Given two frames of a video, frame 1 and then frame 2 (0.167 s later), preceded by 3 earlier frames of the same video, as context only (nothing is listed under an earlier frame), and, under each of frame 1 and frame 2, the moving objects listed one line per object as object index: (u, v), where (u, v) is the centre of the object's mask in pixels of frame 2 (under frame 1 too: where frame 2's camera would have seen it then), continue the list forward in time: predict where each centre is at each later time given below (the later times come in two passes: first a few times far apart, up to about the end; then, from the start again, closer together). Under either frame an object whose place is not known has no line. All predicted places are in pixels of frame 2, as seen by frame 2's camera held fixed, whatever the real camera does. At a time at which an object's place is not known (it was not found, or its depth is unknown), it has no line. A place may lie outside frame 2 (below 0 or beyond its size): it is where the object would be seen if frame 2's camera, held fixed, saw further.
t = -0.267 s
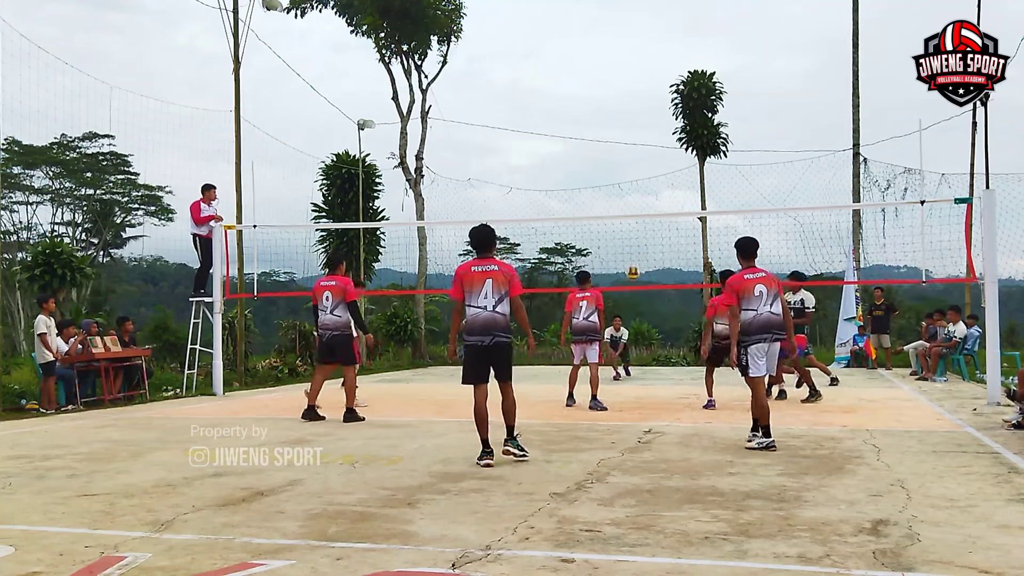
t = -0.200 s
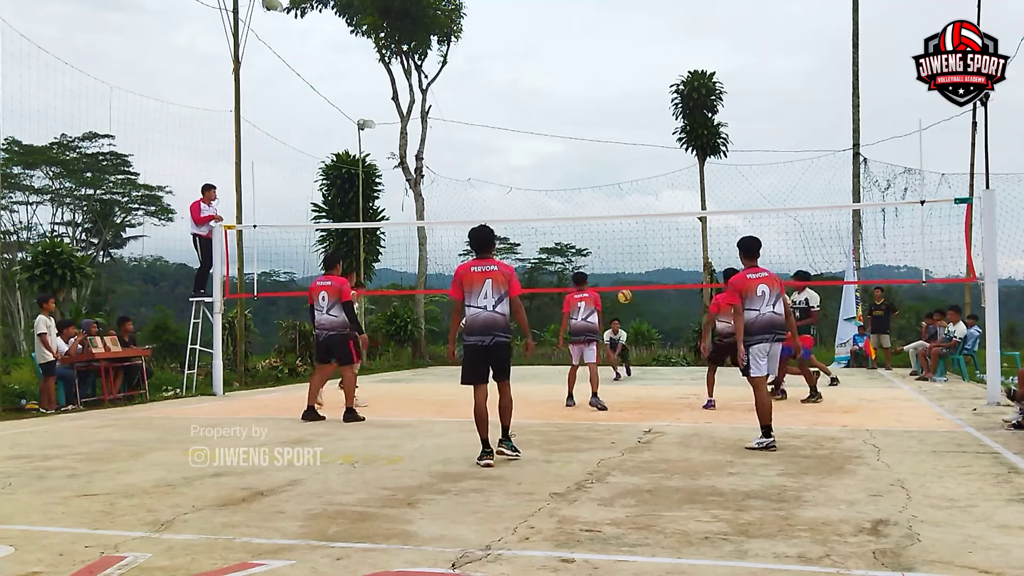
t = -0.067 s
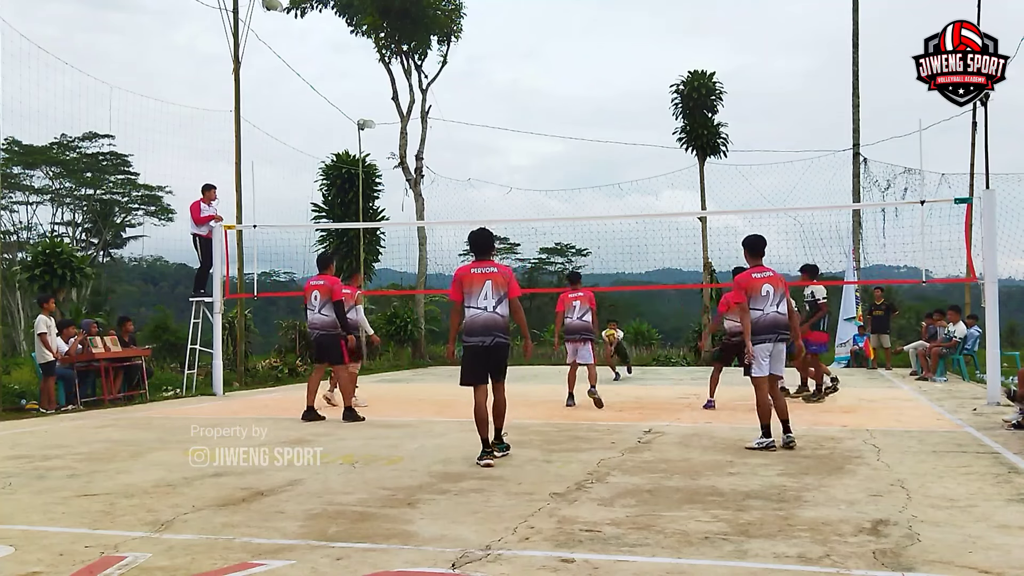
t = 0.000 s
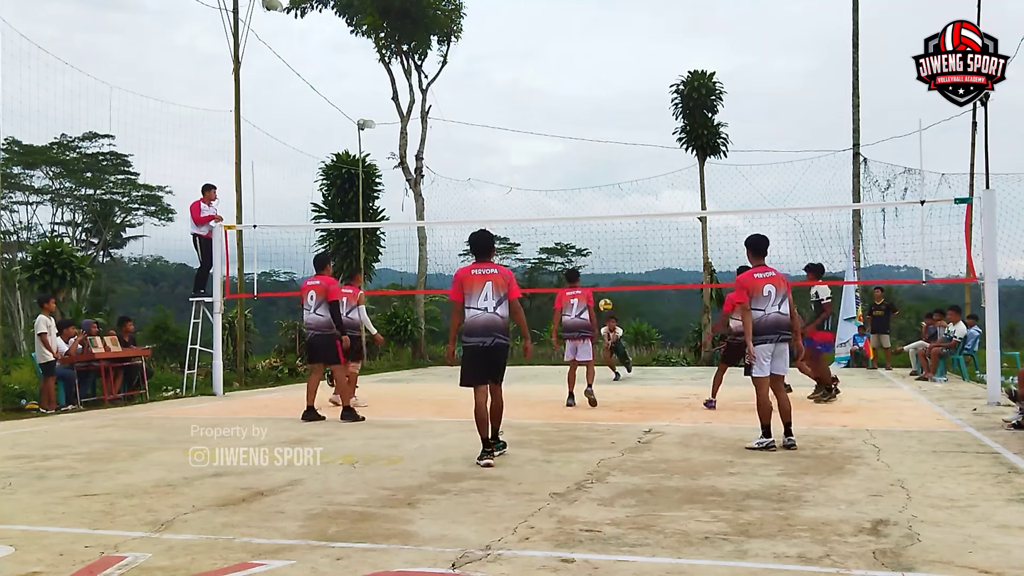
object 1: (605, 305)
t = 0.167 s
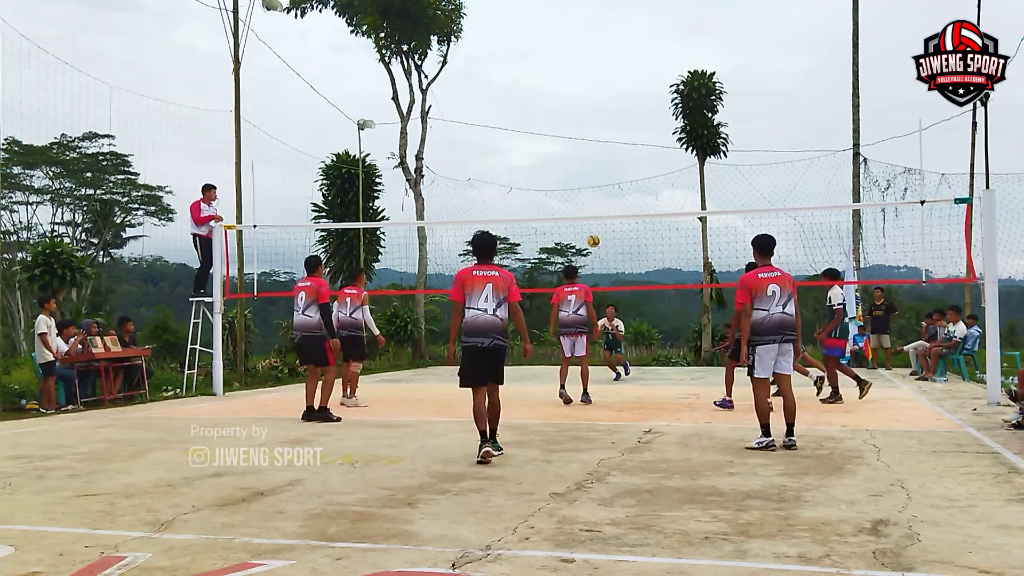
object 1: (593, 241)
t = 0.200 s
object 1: (591, 230)
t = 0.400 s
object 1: (577, 178)
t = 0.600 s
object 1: (562, 149)
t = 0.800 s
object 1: (549, 144)
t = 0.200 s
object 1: (591, 230)
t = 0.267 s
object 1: (586, 210)
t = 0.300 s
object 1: (583, 201)
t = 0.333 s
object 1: (581, 193)
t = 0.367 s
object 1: (579, 185)
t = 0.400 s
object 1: (577, 178)
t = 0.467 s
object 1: (572, 166)
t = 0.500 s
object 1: (569, 161)
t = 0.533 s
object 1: (567, 156)
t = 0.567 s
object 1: (565, 152)
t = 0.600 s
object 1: (562, 149)
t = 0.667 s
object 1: (558, 145)
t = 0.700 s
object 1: (555, 144)
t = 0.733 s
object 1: (553, 143)
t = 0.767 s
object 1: (551, 143)
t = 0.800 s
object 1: (549, 144)
